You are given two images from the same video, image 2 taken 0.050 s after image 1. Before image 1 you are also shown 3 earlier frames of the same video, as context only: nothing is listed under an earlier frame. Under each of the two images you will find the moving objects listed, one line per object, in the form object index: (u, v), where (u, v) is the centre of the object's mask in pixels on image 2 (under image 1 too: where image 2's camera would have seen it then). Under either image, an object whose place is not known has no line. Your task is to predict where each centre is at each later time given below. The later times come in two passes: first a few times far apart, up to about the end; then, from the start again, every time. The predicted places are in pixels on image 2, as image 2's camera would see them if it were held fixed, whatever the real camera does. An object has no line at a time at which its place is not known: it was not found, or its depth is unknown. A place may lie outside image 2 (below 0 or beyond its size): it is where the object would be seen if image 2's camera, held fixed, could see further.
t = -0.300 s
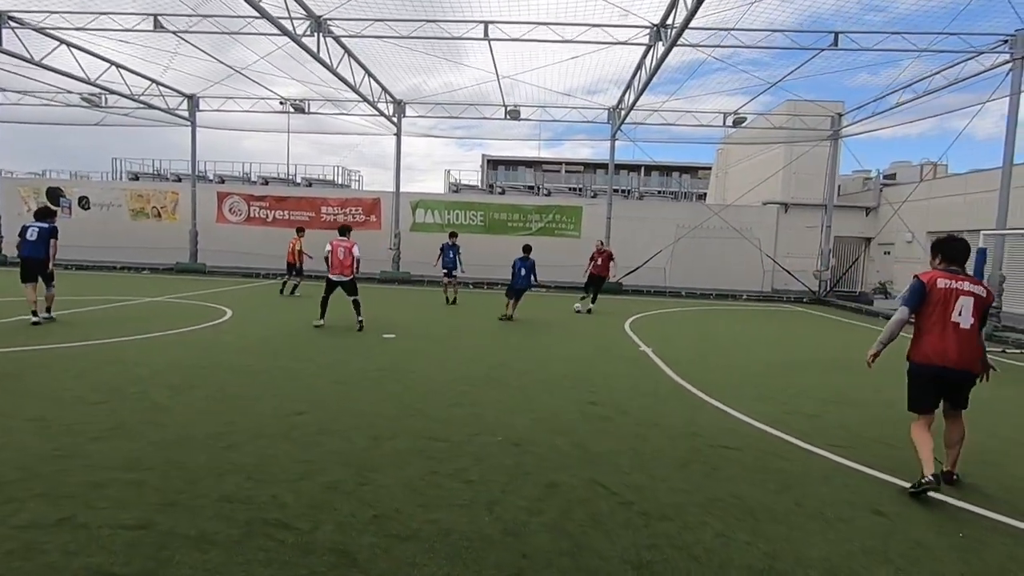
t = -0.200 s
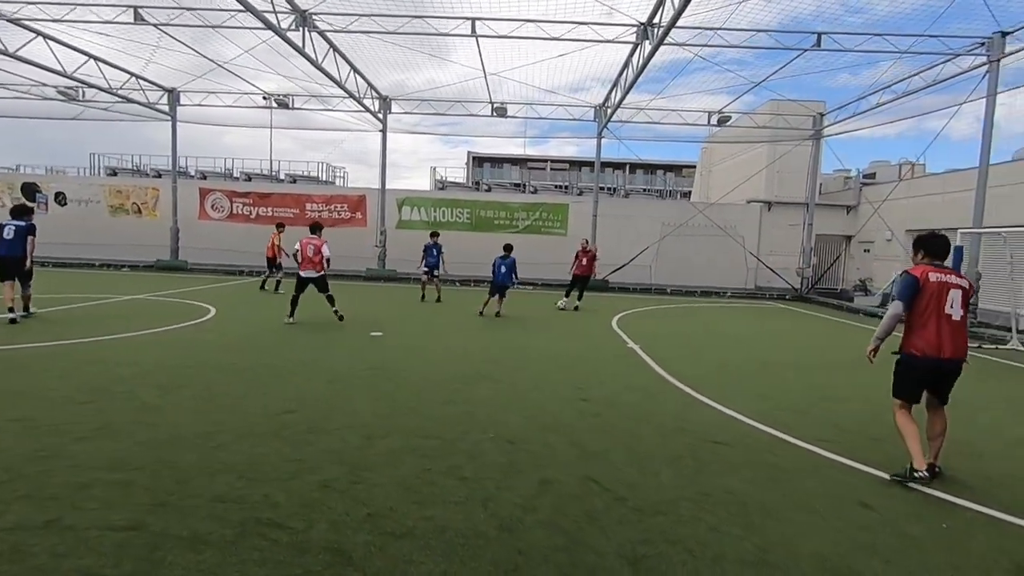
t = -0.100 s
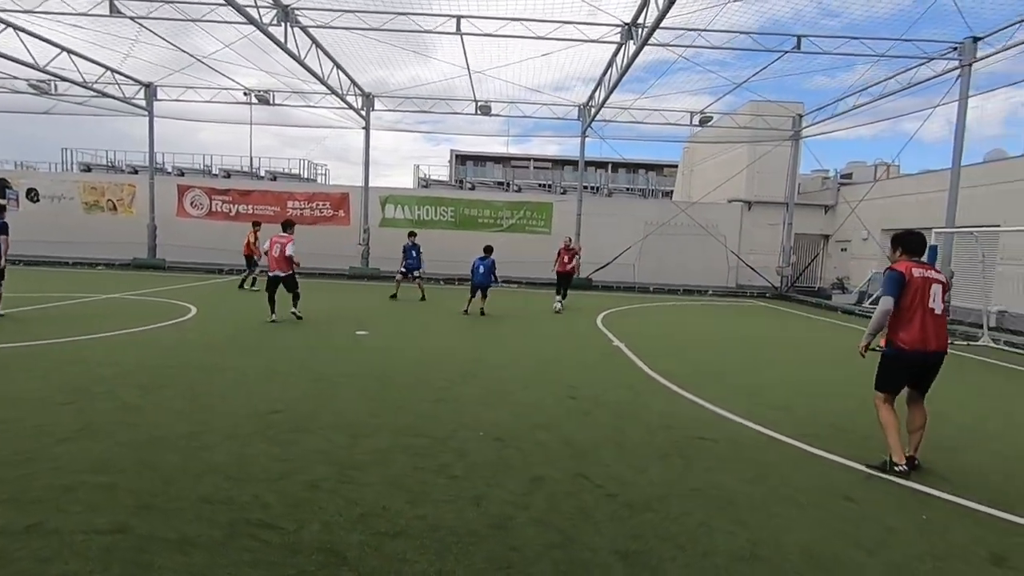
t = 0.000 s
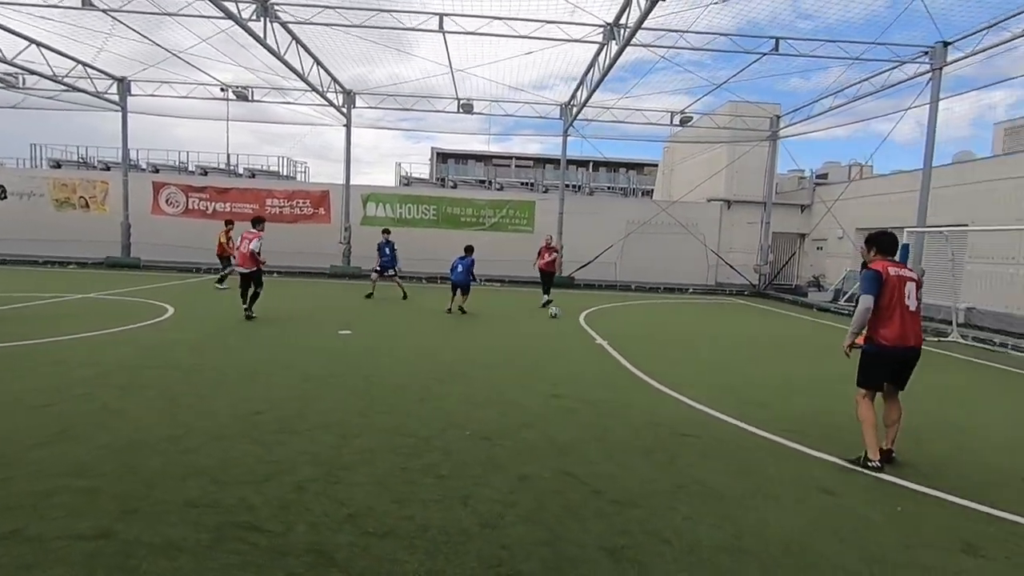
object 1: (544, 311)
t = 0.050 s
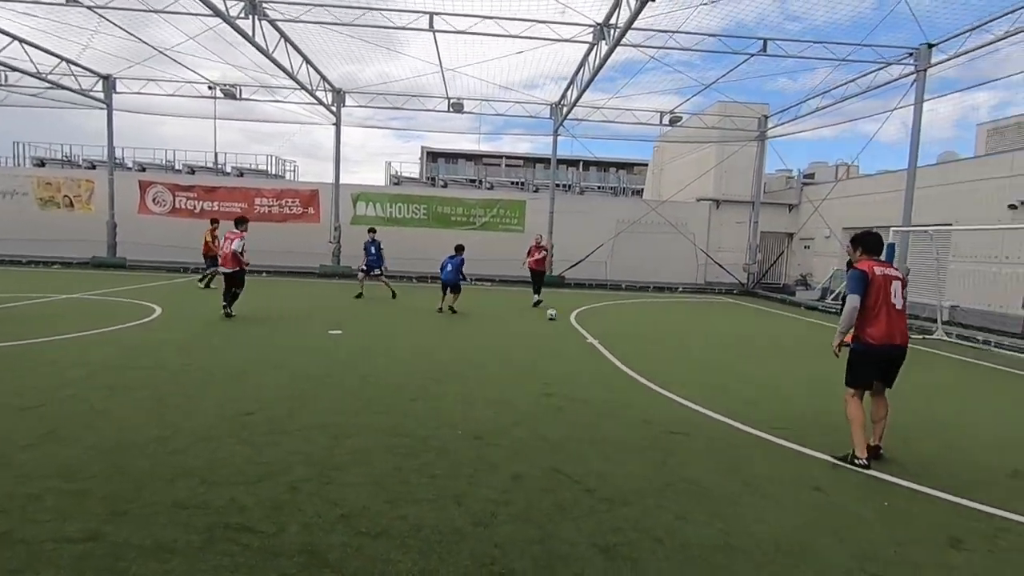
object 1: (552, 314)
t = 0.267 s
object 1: (587, 329)
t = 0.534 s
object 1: (640, 351)
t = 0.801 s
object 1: (702, 379)
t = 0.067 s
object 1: (554, 315)
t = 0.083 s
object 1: (557, 316)
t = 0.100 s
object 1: (559, 317)
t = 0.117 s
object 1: (562, 318)
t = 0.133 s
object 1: (564, 319)
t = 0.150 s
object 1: (567, 320)
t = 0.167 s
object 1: (570, 321)
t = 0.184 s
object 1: (572, 322)
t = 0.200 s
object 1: (575, 323)
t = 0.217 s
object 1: (578, 325)
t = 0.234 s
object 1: (581, 326)
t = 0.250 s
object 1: (584, 328)
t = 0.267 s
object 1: (587, 329)
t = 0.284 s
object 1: (589, 330)
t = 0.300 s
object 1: (593, 331)
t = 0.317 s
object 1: (597, 333)
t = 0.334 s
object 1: (600, 334)
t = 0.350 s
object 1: (602, 336)
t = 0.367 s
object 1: (606, 337)
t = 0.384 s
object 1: (608, 338)
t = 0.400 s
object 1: (612, 340)
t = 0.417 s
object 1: (614, 340)
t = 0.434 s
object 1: (618, 342)
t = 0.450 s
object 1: (621, 344)
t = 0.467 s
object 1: (625, 345)
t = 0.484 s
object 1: (629, 347)
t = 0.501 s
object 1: (632, 348)
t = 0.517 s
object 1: (636, 350)
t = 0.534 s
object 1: (640, 351)
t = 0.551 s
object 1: (643, 353)
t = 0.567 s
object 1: (647, 355)
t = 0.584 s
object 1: (650, 356)
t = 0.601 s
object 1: (654, 358)
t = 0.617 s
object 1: (658, 359)
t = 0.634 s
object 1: (662, 361)
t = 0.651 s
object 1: (665, 363)
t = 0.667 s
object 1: (669, 364)
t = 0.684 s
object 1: (673, 366)
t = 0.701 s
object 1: (677, 368)
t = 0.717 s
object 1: (682, 369)
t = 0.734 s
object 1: (686, 371)
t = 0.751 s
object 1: (690, 373)
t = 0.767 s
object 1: (694, 375)
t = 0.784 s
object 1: (698, 376)
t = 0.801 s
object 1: (702, 379)
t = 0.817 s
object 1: (707, 380)
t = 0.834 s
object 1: (711, 382)
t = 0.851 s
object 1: (716, 384)
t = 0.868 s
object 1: (721, 386)
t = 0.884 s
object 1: (725, 389)
